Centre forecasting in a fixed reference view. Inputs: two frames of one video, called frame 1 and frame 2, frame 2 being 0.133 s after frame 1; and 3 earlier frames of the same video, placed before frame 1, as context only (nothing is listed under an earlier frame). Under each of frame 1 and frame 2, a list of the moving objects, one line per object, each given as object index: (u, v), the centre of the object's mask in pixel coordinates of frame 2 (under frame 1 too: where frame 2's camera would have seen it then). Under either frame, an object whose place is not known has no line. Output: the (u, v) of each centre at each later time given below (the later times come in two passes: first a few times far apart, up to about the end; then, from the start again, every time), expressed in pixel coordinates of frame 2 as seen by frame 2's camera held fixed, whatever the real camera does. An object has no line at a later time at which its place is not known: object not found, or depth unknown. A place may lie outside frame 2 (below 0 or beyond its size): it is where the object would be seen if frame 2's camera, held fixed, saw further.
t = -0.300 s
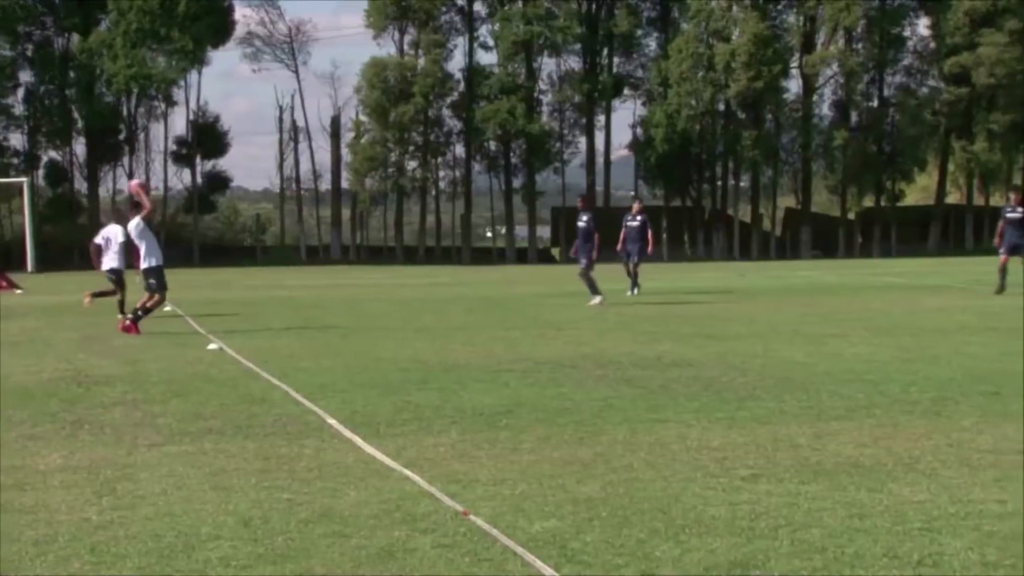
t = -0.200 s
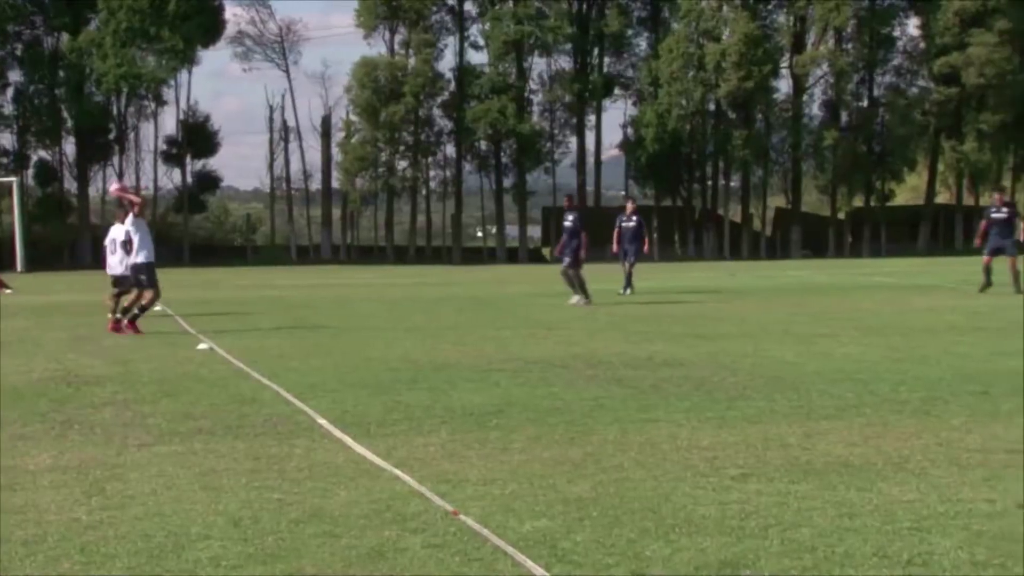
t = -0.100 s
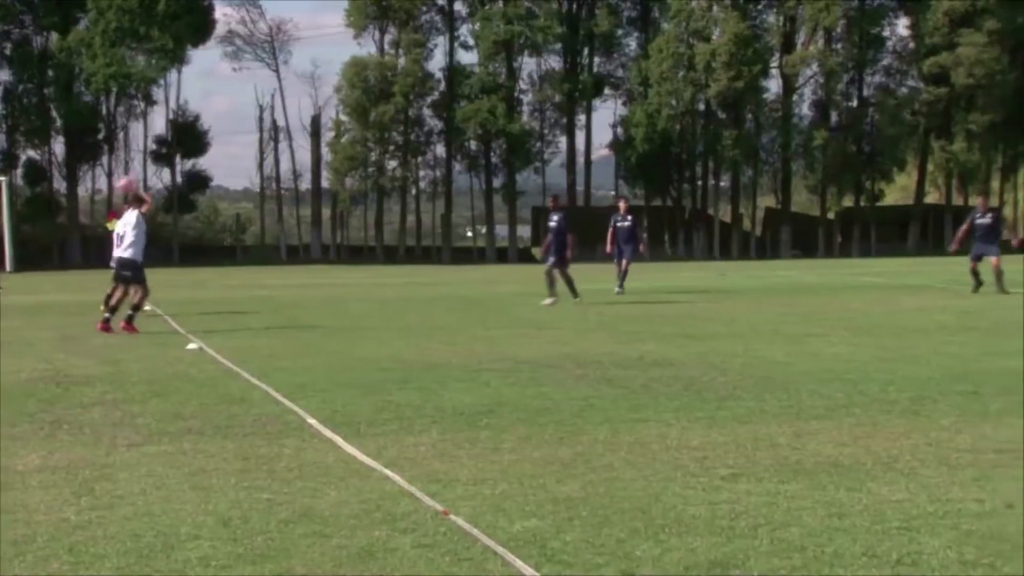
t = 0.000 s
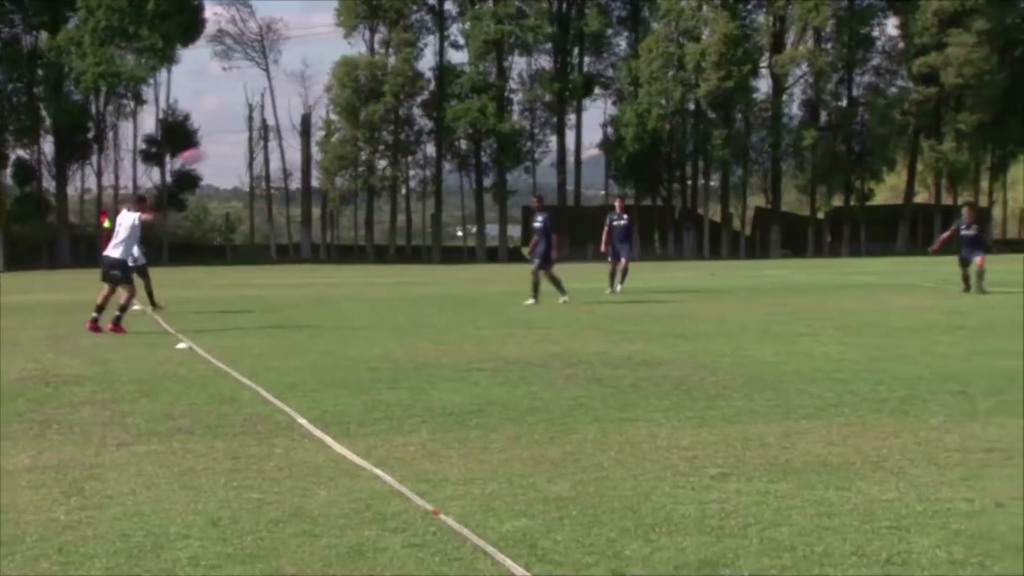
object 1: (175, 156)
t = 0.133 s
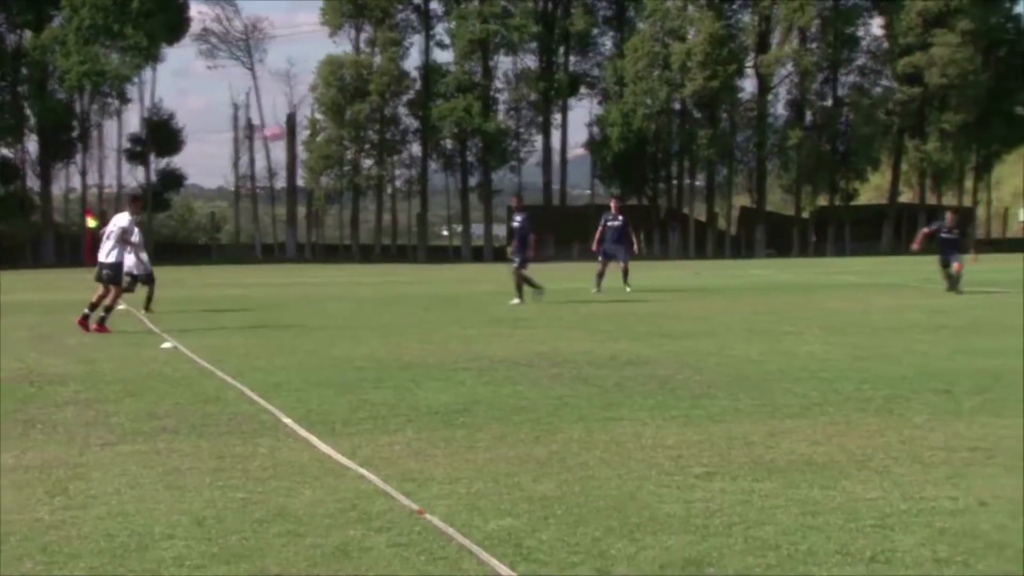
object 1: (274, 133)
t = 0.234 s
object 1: (342, 125)
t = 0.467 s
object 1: (498, 136)
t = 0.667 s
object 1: (622, 172)
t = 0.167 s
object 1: (297, 129)
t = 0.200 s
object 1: (318, 127)
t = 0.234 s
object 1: (342, 125)
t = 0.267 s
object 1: (365, 125)
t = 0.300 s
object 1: (388, 125)
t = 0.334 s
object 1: (412, 126)
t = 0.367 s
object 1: (434, 127)
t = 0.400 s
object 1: (456, 130)
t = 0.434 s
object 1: (477, 133)
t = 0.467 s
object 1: (498, 136)
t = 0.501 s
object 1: (520, 140)
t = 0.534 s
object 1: (541, 146)
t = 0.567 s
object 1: (562, 151)
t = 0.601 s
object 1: (583, 156)
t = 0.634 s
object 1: (602, 164)
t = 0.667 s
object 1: (622, 172)
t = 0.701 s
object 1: (642, 180)
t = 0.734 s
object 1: (662, 189)
